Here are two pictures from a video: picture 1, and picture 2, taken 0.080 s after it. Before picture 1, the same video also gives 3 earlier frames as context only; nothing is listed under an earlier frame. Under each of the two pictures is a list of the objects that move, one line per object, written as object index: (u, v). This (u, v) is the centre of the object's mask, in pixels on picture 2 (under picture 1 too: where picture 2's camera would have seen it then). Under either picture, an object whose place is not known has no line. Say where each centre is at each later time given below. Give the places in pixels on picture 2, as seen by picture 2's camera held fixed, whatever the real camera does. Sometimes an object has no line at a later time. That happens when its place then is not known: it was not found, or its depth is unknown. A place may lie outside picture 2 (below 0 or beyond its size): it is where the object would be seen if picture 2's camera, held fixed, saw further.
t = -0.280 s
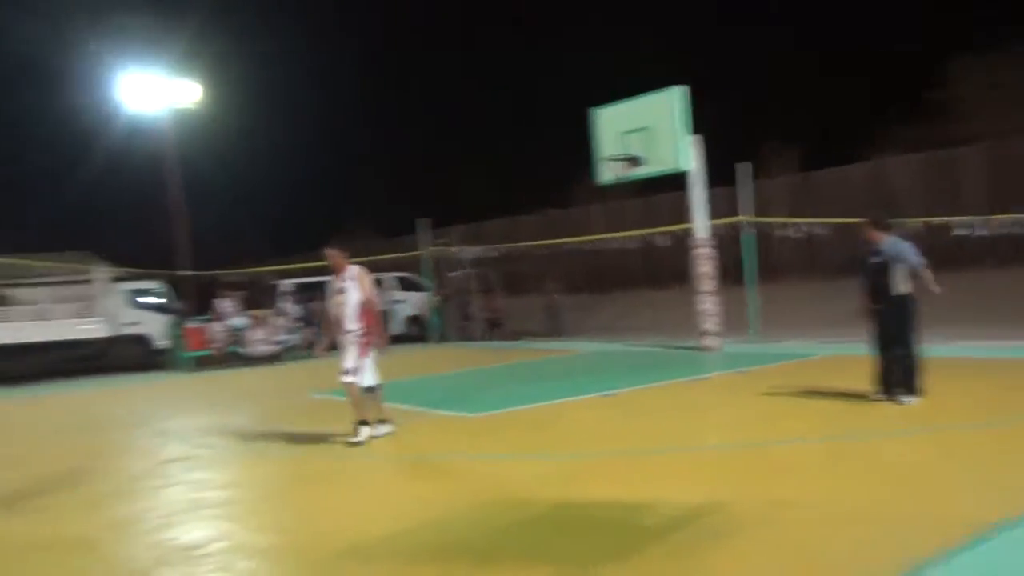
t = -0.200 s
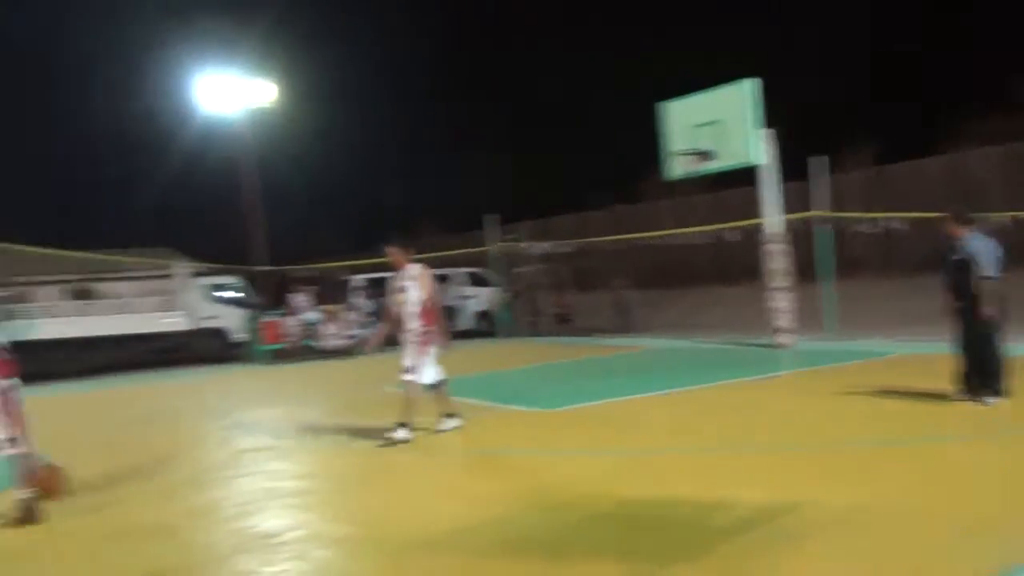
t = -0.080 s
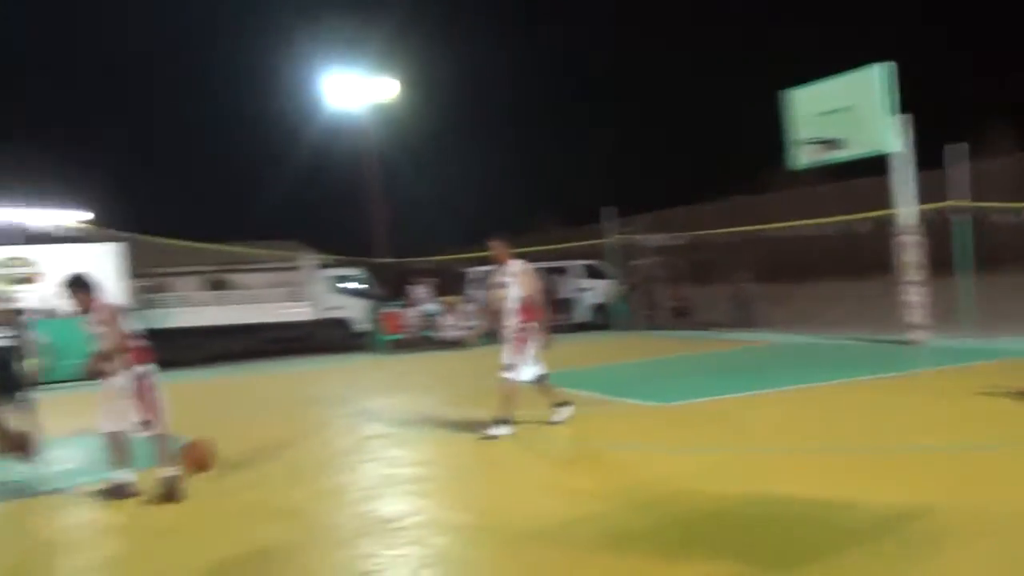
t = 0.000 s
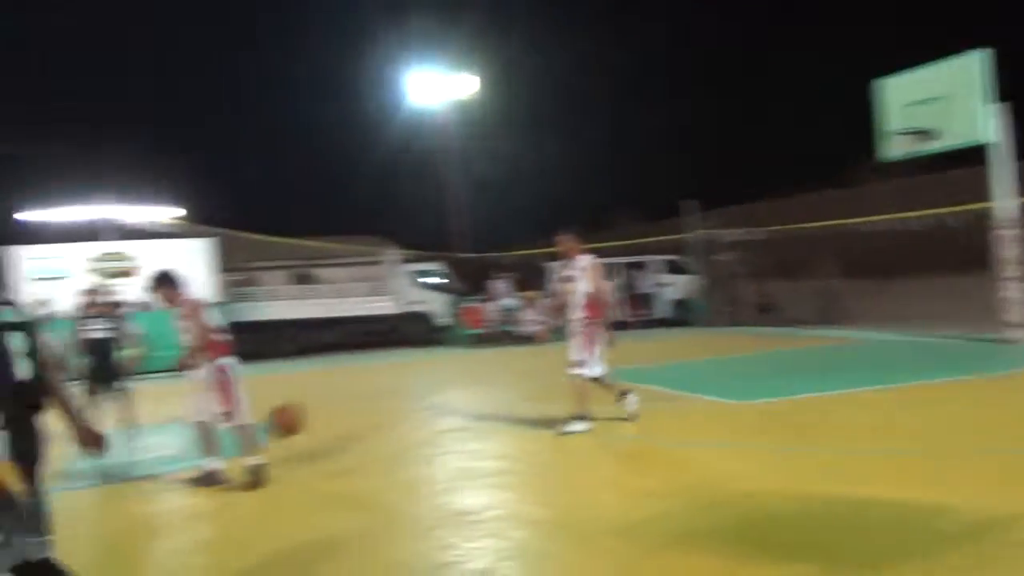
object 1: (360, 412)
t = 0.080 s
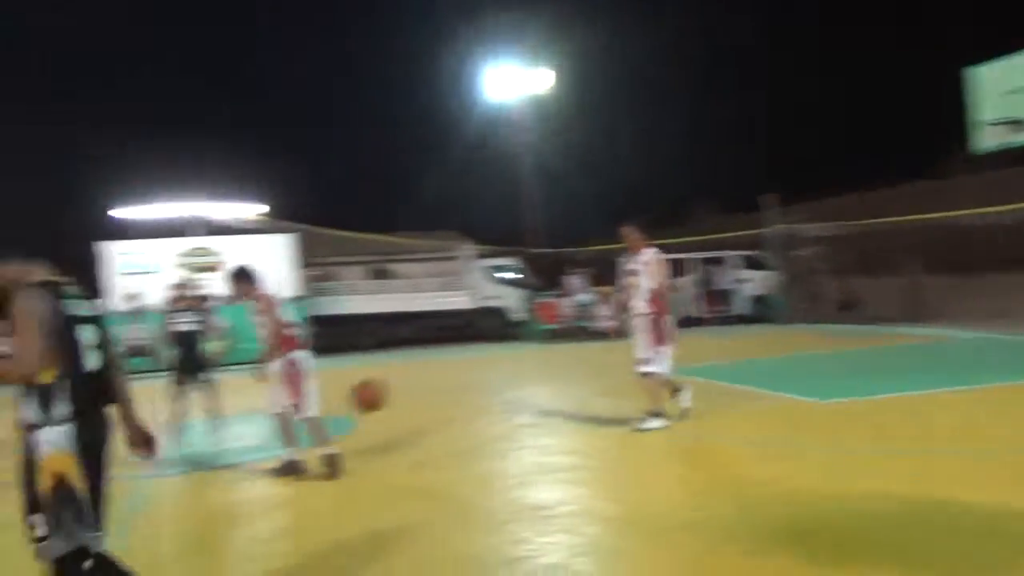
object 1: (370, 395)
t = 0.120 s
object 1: (374, 390)
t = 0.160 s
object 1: (380, 387)
